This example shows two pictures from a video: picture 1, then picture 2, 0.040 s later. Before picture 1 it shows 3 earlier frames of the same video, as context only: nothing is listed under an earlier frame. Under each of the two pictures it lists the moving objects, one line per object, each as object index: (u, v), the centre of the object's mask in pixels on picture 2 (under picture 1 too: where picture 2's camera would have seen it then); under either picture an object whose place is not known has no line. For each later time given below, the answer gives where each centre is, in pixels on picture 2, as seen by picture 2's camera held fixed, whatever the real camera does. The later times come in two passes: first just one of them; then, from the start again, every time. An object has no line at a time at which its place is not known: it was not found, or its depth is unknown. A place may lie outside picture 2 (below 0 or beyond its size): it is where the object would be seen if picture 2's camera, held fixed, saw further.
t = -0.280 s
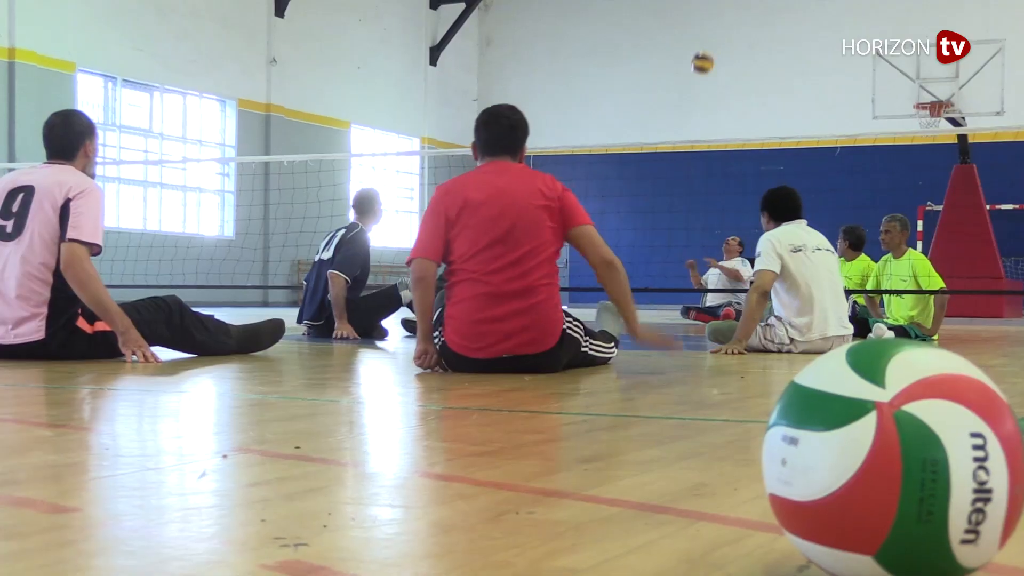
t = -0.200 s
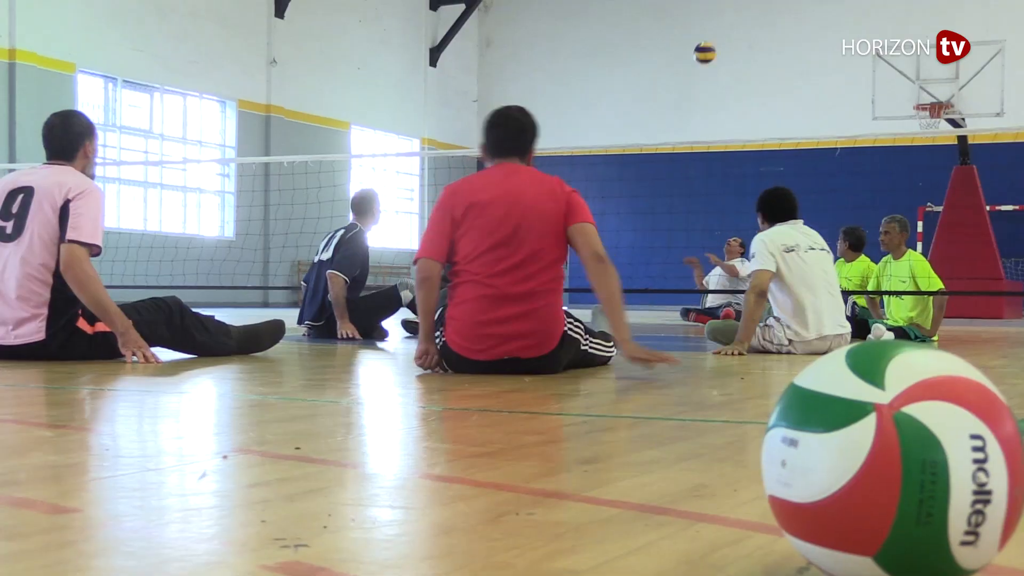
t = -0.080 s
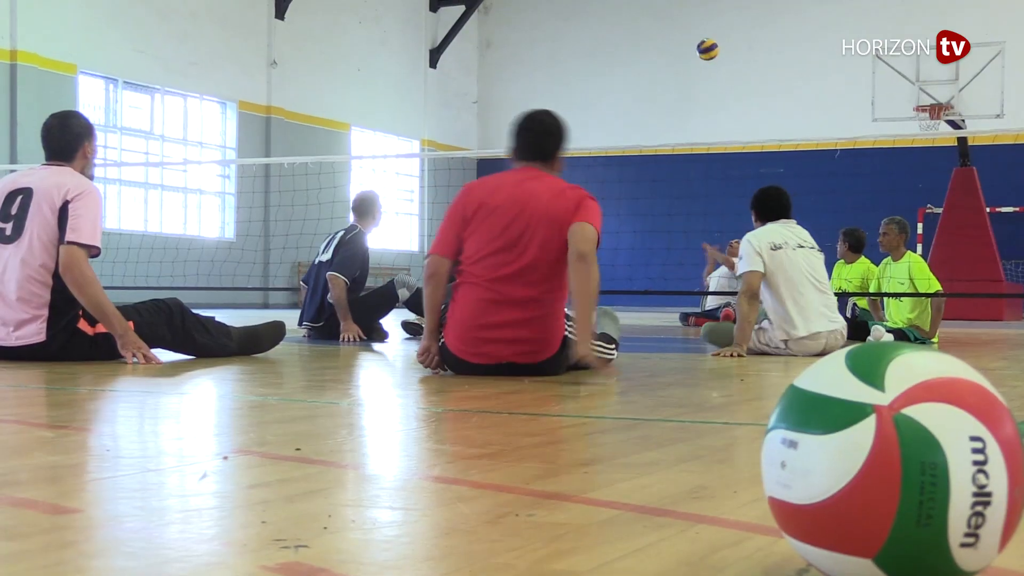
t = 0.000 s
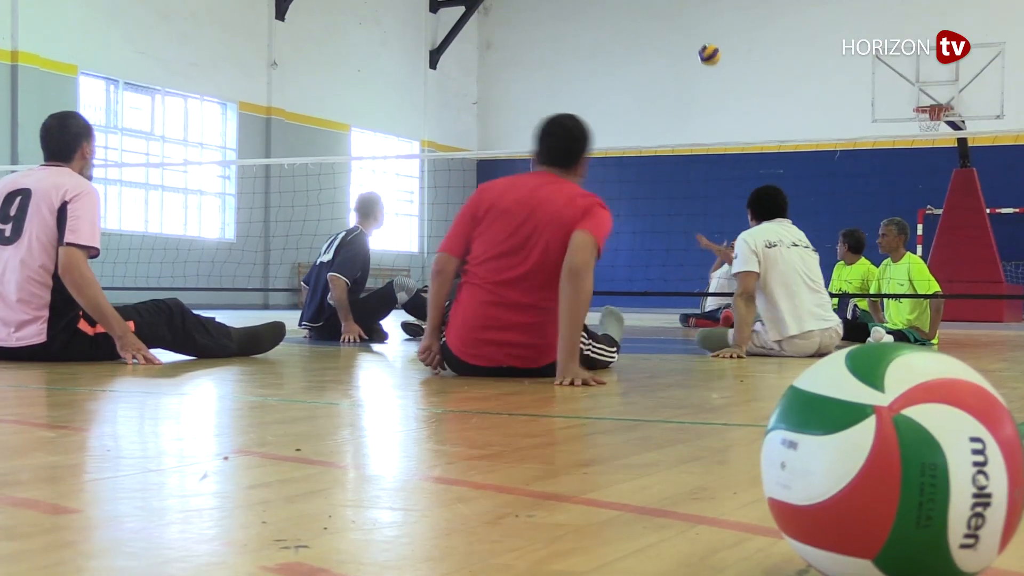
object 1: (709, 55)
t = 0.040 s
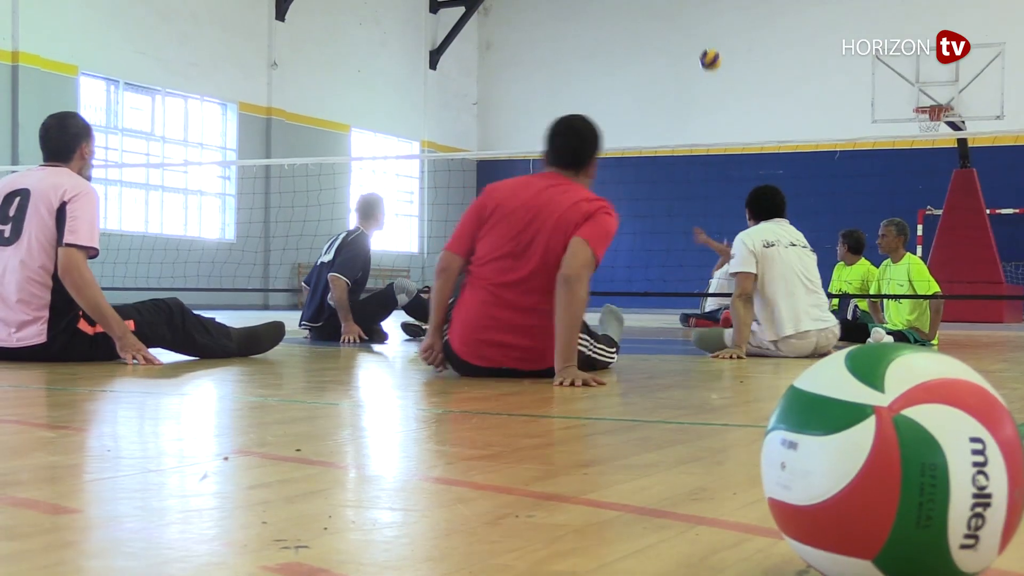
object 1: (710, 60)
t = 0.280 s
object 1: (713, 122)
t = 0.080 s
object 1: (711, 66)
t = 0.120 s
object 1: (711, 74)
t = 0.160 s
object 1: (712, 83)
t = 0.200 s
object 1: (712, 95)
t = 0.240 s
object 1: (712, 107)
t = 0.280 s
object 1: (713, 122)
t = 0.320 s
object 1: (712, 135)
